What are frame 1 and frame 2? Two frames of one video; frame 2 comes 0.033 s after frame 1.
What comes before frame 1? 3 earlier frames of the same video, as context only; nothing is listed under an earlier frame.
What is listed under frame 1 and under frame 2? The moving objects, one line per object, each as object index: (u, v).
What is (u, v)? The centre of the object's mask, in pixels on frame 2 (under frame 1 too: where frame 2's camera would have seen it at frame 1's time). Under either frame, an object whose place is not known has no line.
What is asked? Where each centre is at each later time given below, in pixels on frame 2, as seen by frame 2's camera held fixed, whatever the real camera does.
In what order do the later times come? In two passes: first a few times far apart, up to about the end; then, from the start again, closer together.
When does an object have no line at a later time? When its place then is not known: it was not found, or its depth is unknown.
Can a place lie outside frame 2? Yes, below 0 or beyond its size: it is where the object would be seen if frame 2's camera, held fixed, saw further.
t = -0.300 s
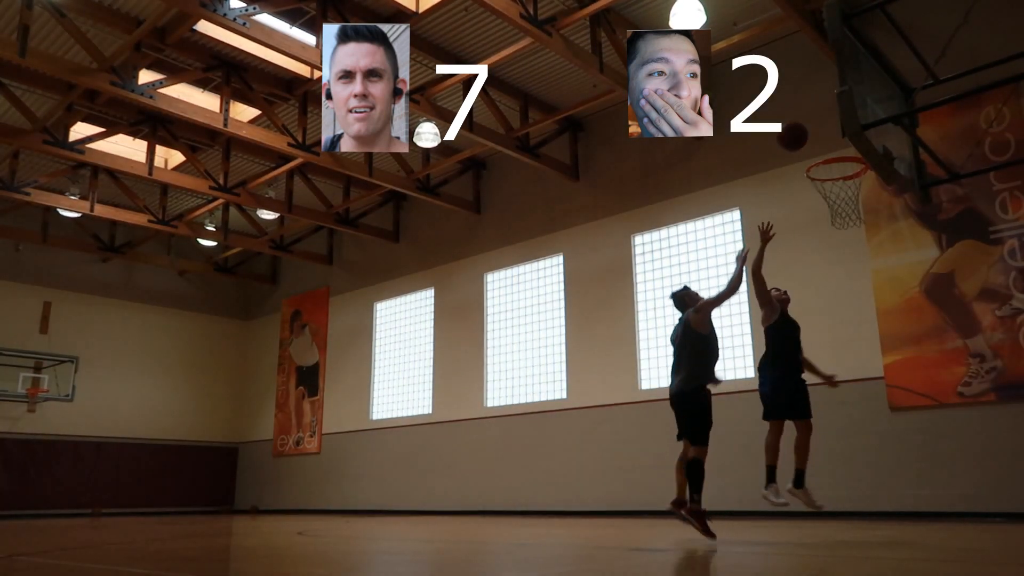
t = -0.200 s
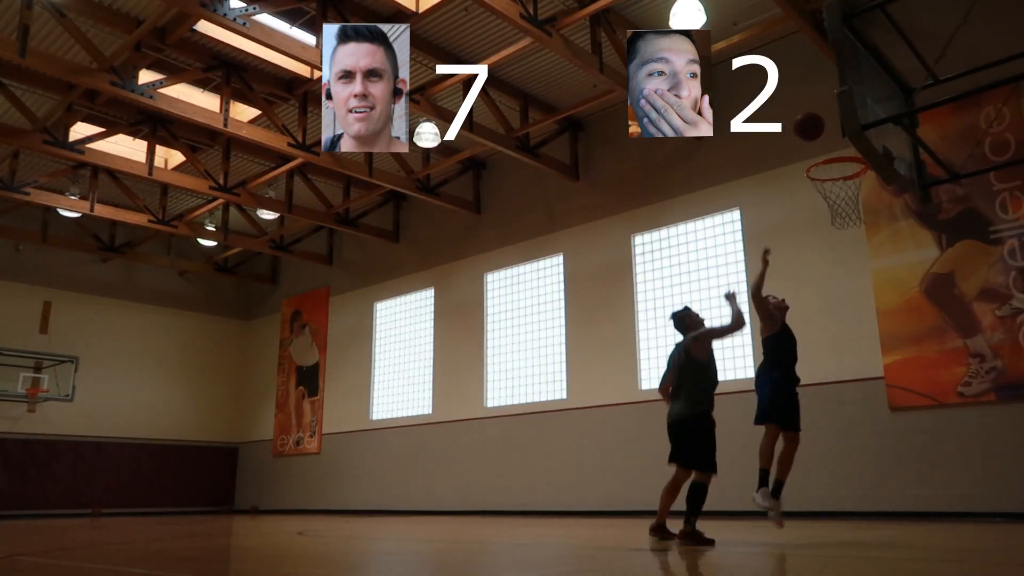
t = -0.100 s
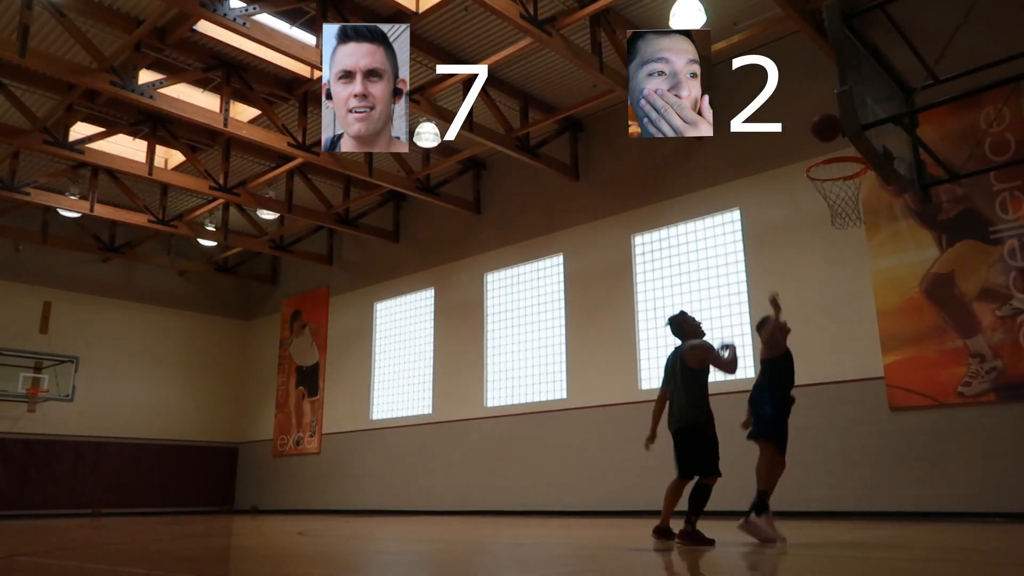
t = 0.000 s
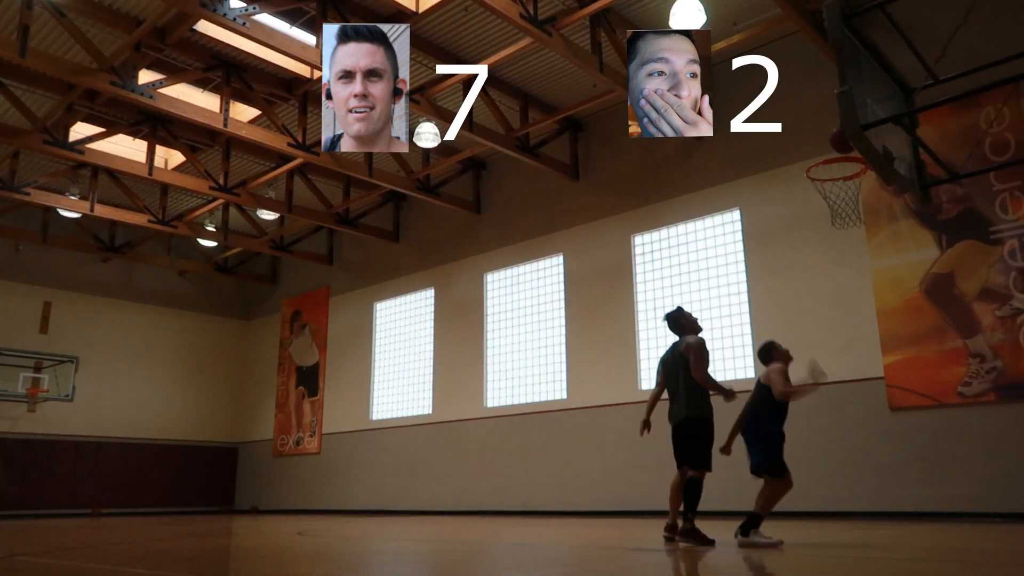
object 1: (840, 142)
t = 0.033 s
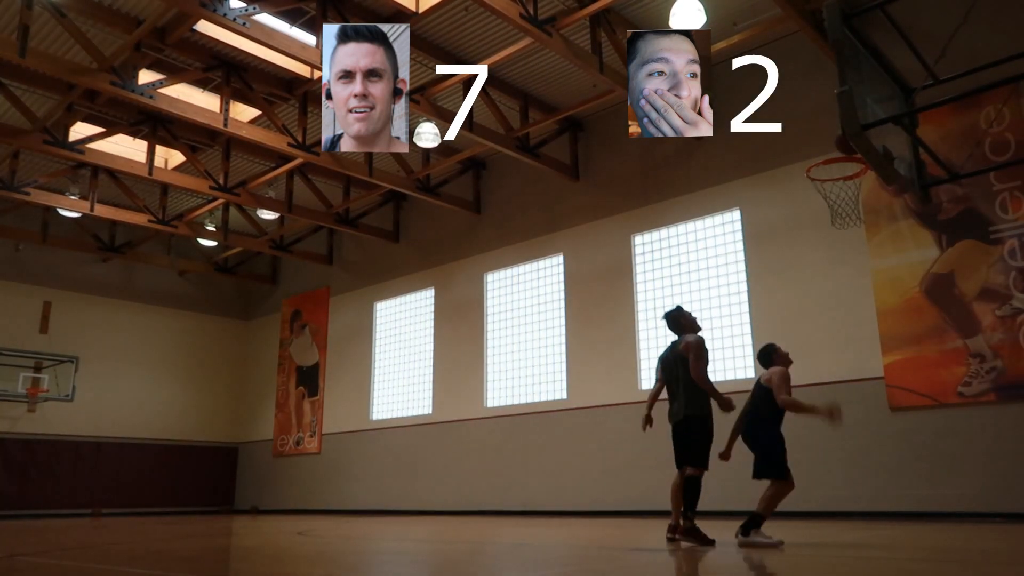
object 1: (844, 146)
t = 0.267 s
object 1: (839, 143)
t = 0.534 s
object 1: (831, 176)
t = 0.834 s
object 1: (836, 256)
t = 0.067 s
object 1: (845, 143)
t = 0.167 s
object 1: (843, 137)
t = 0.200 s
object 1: (842, 138)
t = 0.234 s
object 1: (840, 140)
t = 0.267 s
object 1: (839, 143)
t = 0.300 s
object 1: (838, 145)
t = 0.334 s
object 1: (837, 147)
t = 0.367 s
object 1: (836, 148)
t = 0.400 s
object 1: (835, 149)
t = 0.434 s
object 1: (834, 156)
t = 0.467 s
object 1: (833, 164)
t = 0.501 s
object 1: (832, 172)
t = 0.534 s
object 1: (831, 176)
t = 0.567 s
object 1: (830, 184)
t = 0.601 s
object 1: (830, 194)
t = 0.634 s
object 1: (830, 203)
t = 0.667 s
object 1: (830, 211)
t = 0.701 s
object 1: (831, 217)
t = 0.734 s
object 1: (832, 225)
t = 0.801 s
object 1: (835, 244)
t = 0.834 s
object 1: (836, 256)
